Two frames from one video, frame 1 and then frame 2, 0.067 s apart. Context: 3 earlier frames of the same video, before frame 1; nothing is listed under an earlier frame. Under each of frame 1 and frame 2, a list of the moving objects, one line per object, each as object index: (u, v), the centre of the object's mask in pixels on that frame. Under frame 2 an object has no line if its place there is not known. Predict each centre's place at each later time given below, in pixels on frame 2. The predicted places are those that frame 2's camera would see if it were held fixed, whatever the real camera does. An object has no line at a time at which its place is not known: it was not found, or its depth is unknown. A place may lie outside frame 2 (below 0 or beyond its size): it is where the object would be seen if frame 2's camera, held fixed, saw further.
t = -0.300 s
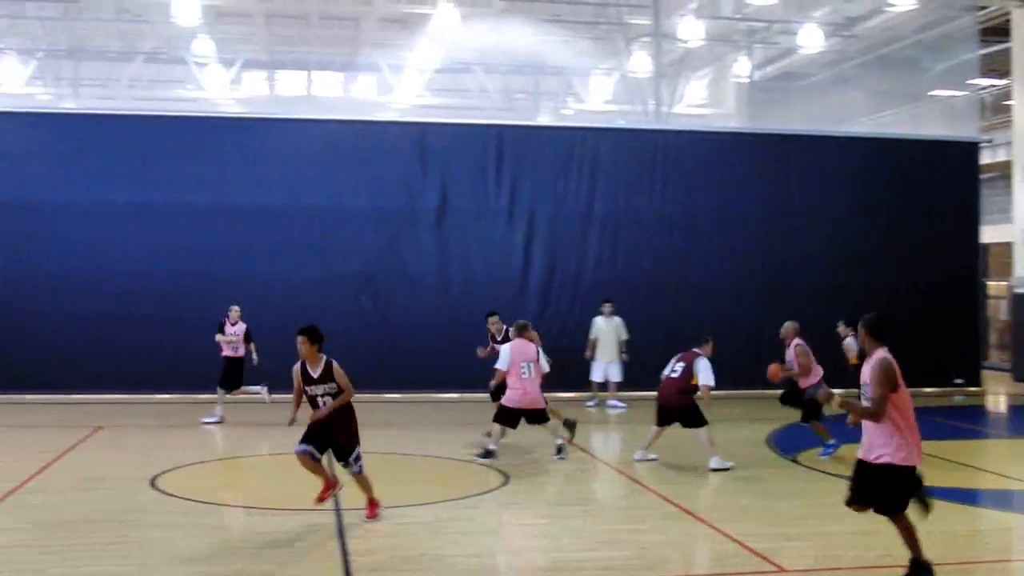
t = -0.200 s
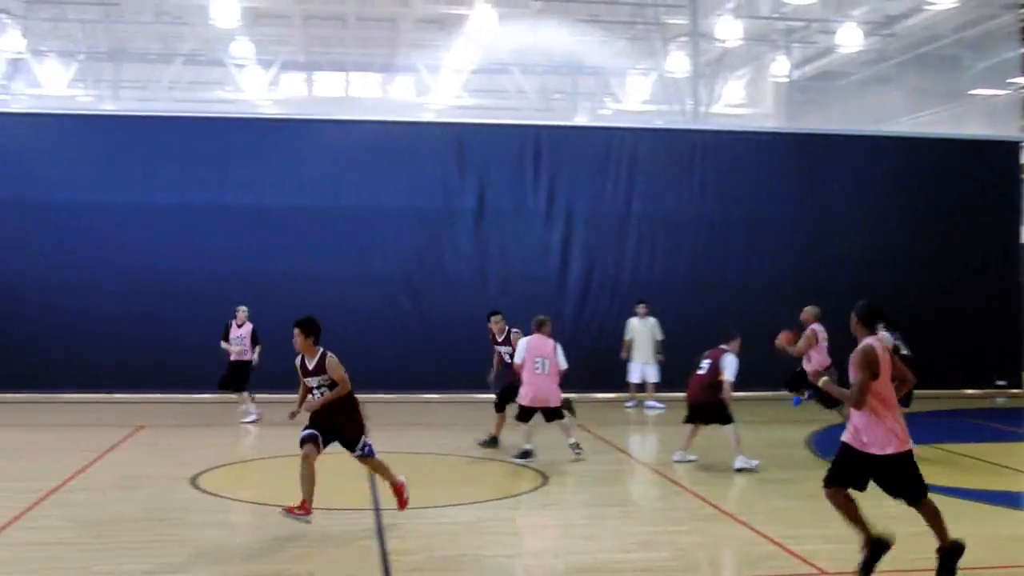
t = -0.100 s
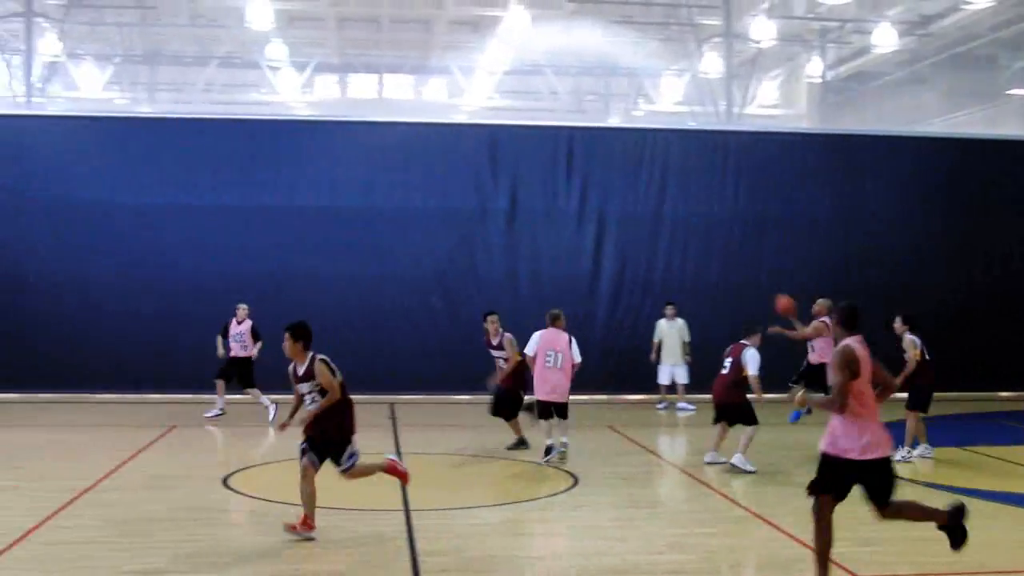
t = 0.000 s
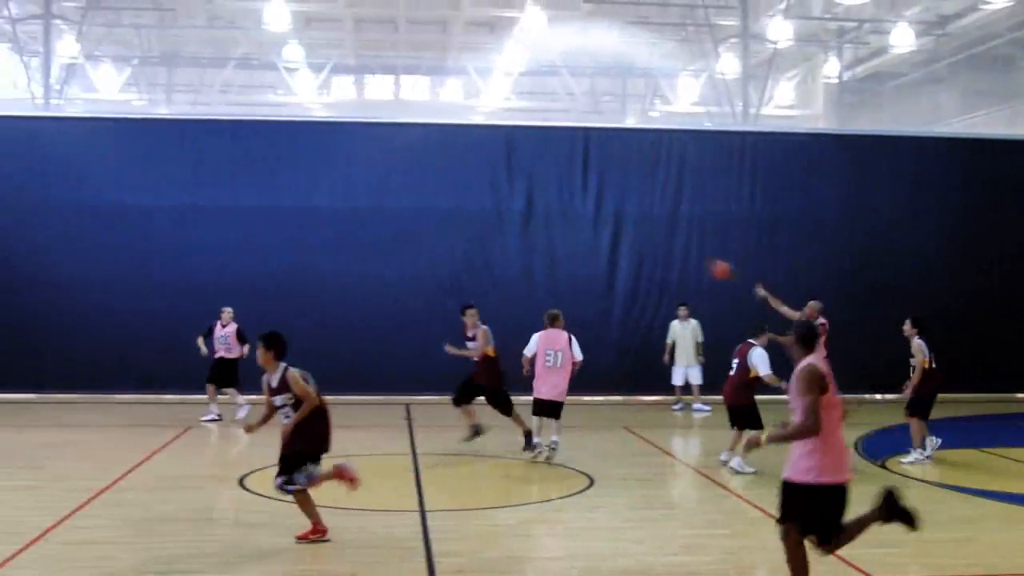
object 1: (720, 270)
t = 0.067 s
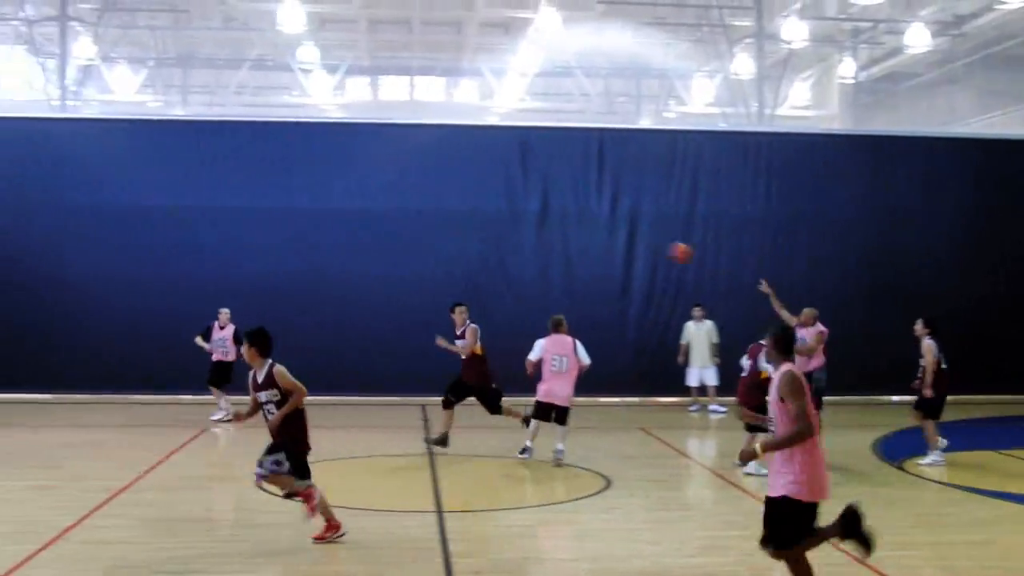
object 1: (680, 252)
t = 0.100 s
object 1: (654, 244)
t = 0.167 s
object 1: (600, 231)
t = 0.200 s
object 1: (573, 226)
